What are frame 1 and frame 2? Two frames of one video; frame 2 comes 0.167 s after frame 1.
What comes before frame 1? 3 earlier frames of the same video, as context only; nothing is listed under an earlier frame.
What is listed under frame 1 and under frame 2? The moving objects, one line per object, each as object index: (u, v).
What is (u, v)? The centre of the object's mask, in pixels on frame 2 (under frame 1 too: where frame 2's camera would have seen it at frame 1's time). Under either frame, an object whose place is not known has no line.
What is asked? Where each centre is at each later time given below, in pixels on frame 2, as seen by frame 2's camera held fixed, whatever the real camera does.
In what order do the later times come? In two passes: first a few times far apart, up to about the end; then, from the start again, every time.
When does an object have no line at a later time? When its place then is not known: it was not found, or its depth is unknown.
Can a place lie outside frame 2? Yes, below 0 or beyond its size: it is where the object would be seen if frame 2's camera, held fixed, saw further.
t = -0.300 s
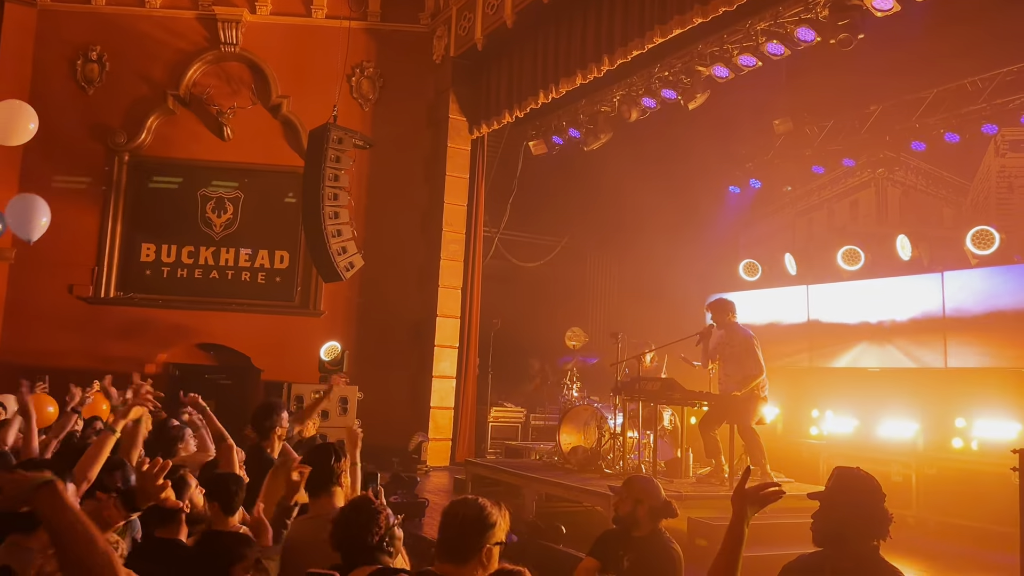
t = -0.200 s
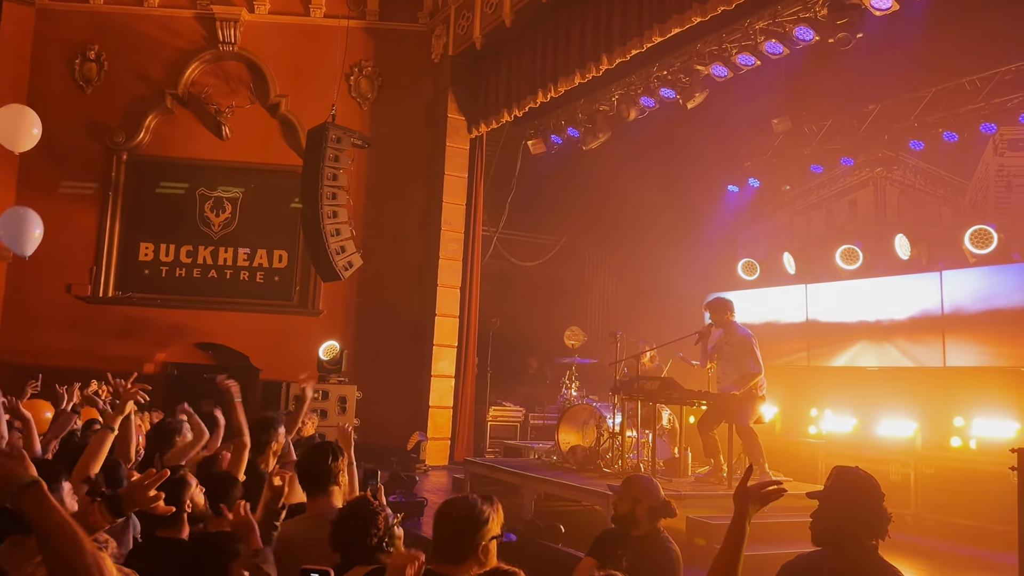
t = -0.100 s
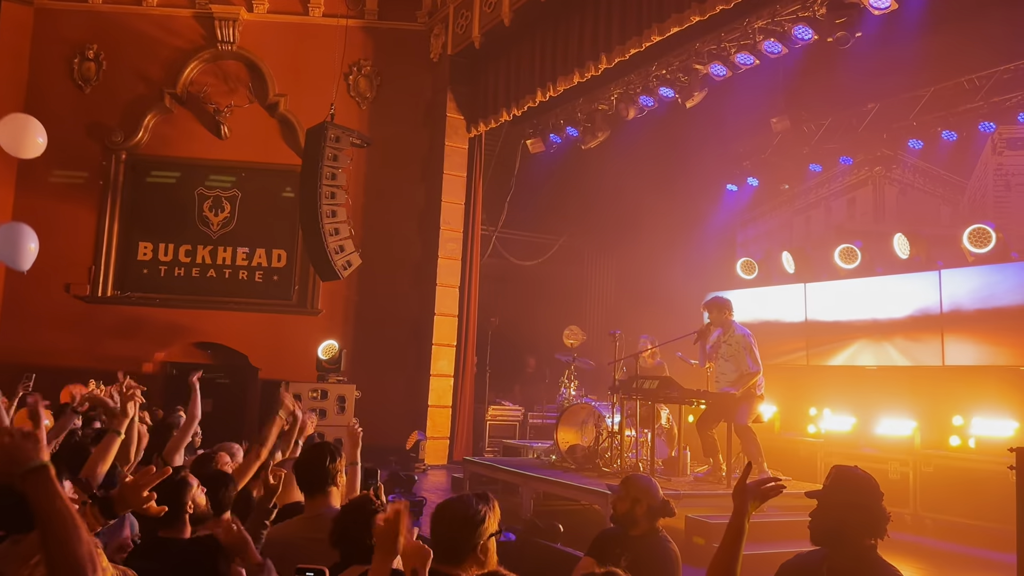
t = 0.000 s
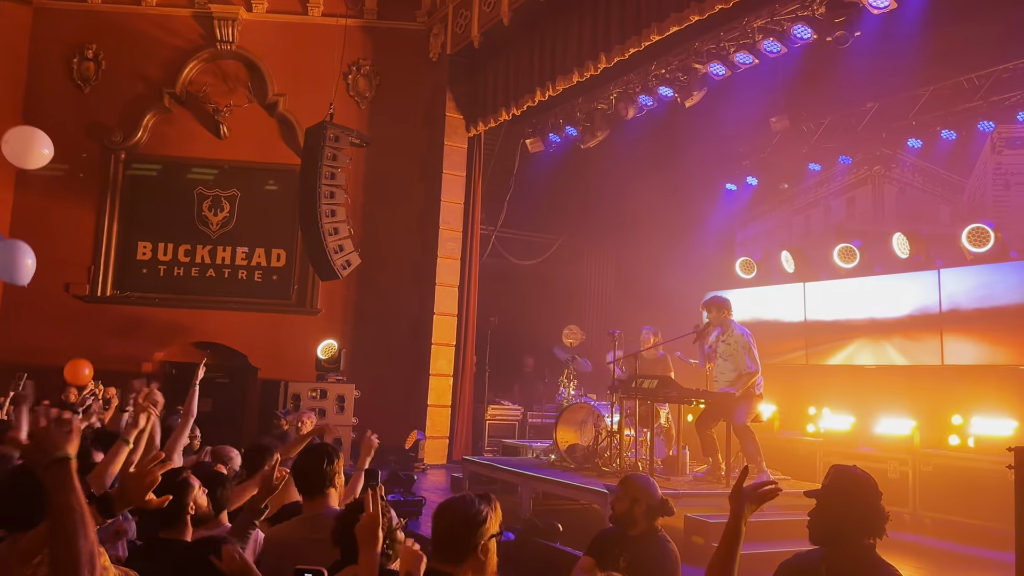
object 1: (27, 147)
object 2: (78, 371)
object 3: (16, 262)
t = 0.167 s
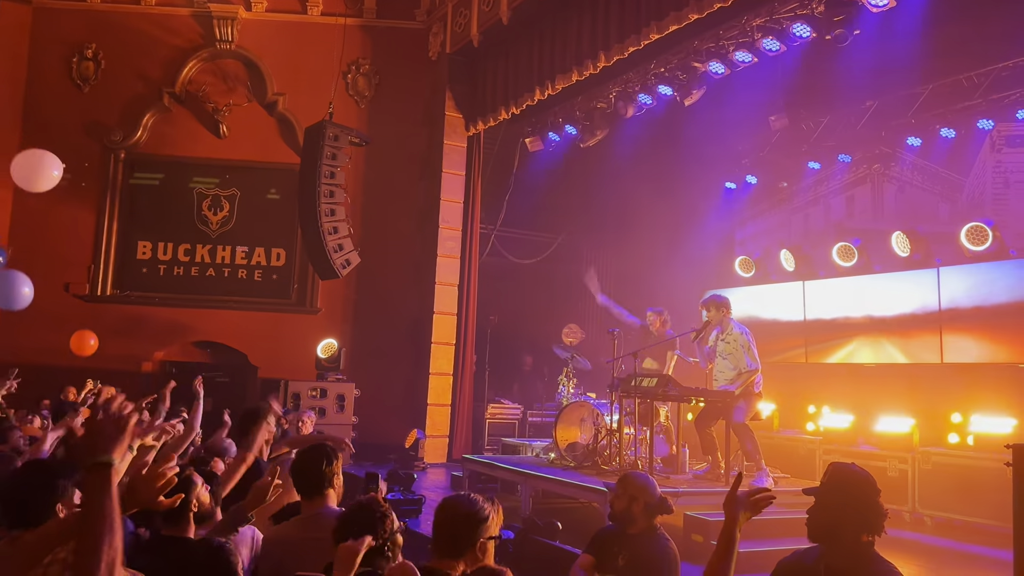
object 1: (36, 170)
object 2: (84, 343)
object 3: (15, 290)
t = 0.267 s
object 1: (42, 186)
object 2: (86, 332)
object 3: (14, 308)
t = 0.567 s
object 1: (56, 242)
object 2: (88, 317)
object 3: (19, 358)
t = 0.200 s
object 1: (38, 175)
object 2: (85, 339)
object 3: (15, 296)
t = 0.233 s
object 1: (40, 181)
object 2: (85, 335)
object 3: (15, 302)
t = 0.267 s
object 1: (42, 186)
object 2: (86, 332)
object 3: (14, 308)
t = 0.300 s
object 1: (43, 192)
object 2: (86, 329)
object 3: (14, 314)
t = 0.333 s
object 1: (45, 198)
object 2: (86, 327)
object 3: (14, 320)
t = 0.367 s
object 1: (46, 204)
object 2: (86, 324)
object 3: (14, 326)
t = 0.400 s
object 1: (48, 210)
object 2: (87, 323)
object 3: (14, 332)
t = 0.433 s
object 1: (50, 216)
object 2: (87, 321)
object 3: (15, 337)
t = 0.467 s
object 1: (52, 223)
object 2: (87, 320)
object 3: (15, 343)
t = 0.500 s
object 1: (53, 229)
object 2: (88, 319)
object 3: (16, 348)
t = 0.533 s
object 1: (55, 236)
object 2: (88, 318)
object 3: (17, 353)
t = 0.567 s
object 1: (56, 242)
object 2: (88, 317)
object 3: (19, 358)
